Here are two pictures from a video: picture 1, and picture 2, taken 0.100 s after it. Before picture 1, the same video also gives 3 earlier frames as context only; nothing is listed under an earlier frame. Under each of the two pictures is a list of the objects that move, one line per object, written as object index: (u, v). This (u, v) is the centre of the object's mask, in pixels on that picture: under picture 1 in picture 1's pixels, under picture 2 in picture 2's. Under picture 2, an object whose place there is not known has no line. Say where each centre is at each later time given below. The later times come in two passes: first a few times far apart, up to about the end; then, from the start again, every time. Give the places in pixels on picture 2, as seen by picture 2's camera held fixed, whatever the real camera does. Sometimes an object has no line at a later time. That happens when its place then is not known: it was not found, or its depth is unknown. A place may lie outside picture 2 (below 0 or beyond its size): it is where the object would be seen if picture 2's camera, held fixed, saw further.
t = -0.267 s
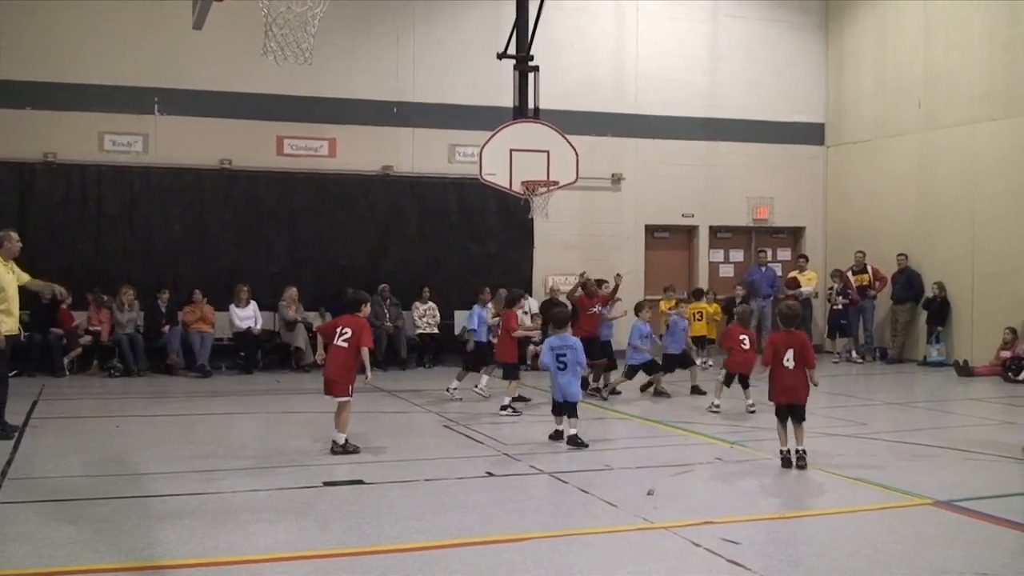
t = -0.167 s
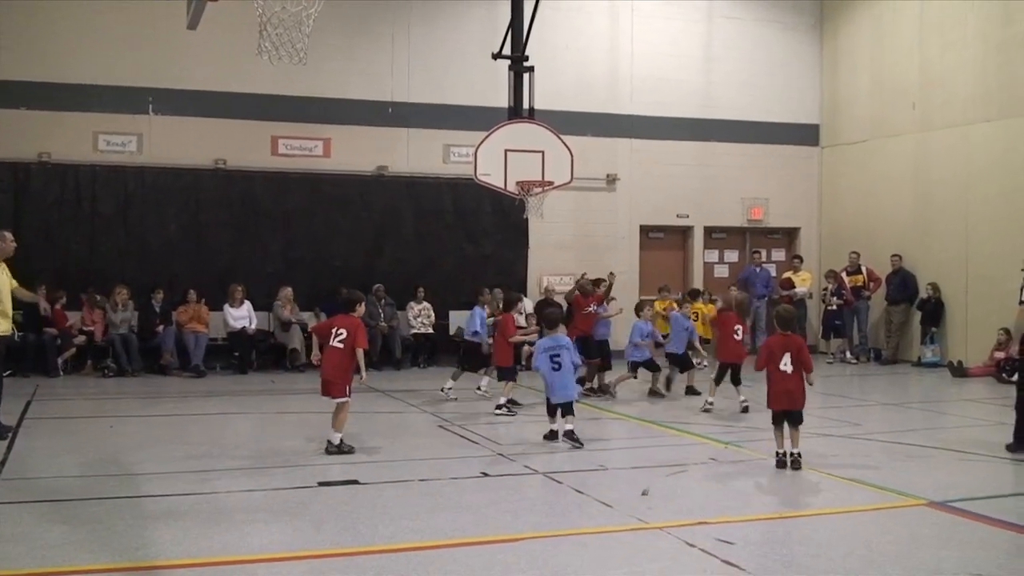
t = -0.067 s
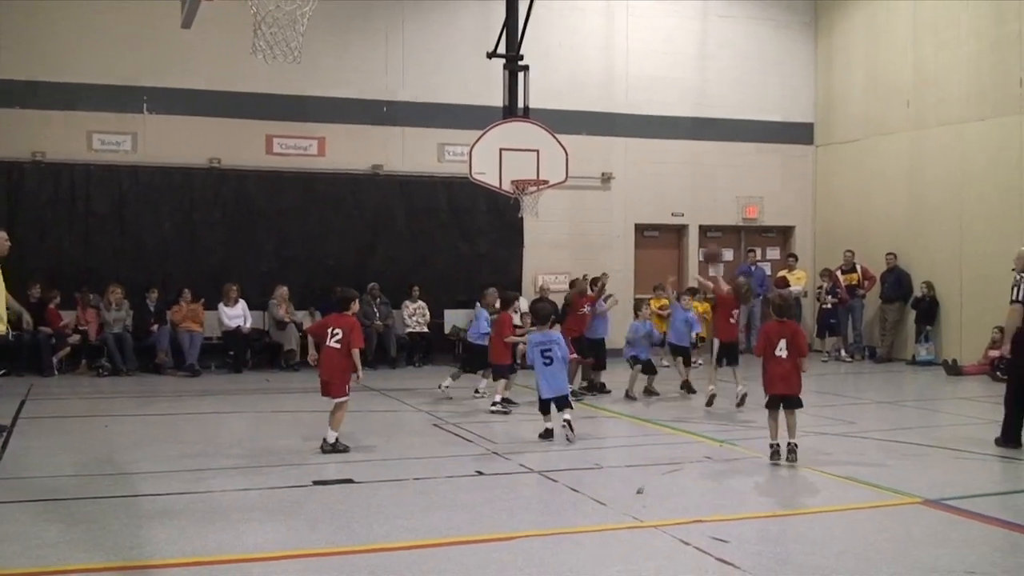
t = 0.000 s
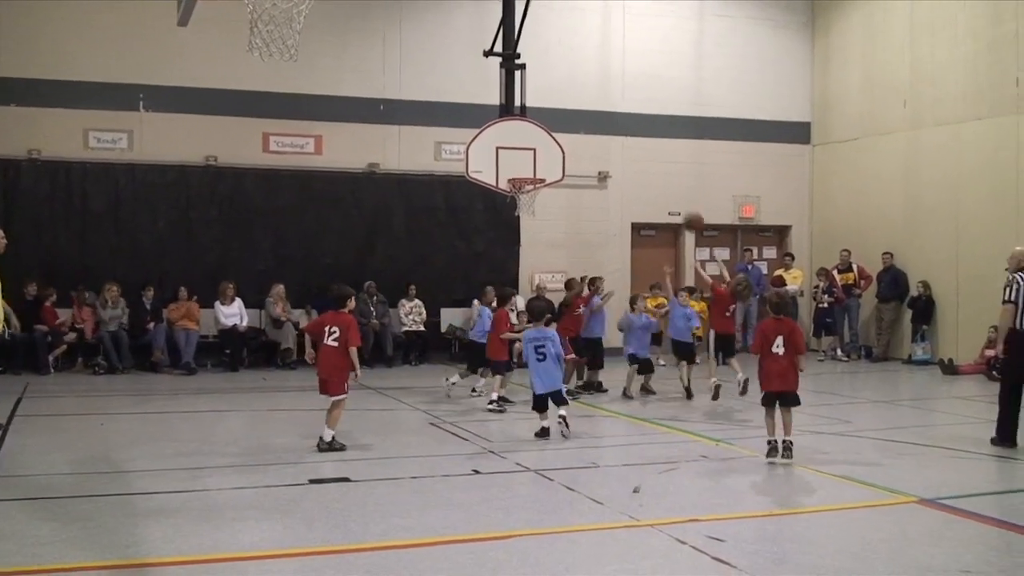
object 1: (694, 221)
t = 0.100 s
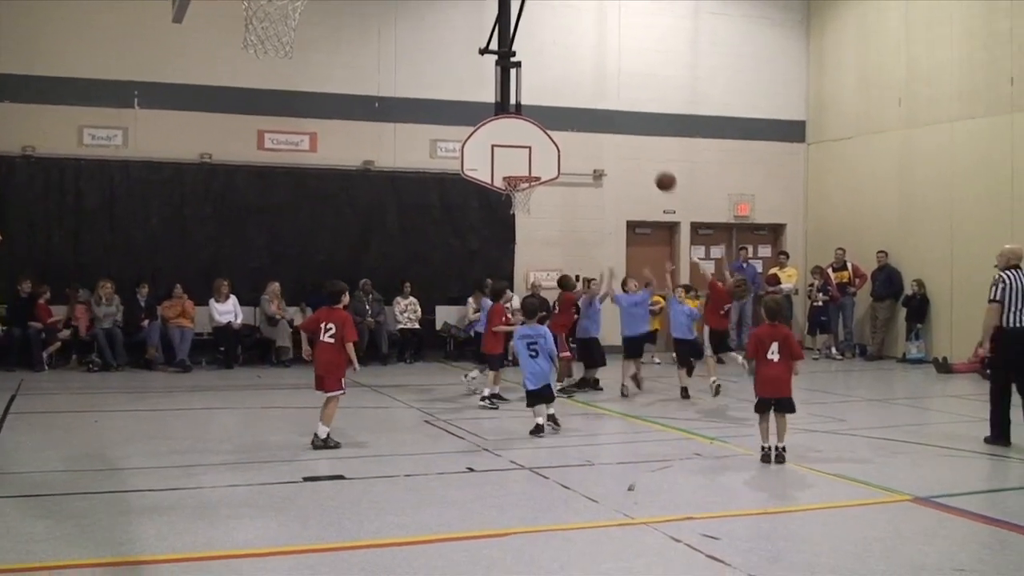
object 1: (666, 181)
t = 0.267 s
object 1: (628, 137)
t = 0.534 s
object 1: (572, 119)
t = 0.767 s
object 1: (528, 151)
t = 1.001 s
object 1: (515, 164)
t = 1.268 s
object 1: (536, 162)
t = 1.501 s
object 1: (557, 191)
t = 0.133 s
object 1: (658, 170)
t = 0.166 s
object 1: (652, 160)
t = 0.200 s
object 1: (643, 152)
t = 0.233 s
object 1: (636, 144)
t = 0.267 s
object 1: (628, 137)
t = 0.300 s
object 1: (621, 131)
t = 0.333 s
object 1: (614, 127)
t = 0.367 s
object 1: (607, 123)
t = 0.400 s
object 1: (600, 121)
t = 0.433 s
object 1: (593, 118)
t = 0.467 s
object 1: (586, 118)
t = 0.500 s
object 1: (580, 118)
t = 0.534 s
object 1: (572, 119)
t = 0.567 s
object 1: (567, 121)
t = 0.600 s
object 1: (559, 124)
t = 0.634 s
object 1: (553, 128)
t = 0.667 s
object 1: (547, 132)
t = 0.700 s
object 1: (540, 138)
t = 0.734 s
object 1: (534, 144)
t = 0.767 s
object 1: (528, 151)
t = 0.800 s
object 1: (521, 159)
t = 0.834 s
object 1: (515, 168)
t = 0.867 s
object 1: (514, 167)
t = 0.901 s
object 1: (512, 168)
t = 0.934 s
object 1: (511, 169)
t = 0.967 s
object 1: (512, 167)
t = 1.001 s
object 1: (515, 164)
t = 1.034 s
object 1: (517, 161)
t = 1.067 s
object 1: (520, 159)
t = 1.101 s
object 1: (522, 158)
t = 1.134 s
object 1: (525, 158)
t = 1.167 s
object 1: (527, 158)
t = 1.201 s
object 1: (530, 159)
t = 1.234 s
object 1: (533, 161)
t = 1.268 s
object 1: (536, 162)
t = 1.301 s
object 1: (539, 164)
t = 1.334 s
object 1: (542, 166)
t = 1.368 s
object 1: (545, 169)
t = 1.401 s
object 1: (549, 173)
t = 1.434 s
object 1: (552, 179)
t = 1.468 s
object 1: (555, 185)
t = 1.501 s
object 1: (557, 191)
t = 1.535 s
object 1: (560, 199)
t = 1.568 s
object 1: (563, 208)
